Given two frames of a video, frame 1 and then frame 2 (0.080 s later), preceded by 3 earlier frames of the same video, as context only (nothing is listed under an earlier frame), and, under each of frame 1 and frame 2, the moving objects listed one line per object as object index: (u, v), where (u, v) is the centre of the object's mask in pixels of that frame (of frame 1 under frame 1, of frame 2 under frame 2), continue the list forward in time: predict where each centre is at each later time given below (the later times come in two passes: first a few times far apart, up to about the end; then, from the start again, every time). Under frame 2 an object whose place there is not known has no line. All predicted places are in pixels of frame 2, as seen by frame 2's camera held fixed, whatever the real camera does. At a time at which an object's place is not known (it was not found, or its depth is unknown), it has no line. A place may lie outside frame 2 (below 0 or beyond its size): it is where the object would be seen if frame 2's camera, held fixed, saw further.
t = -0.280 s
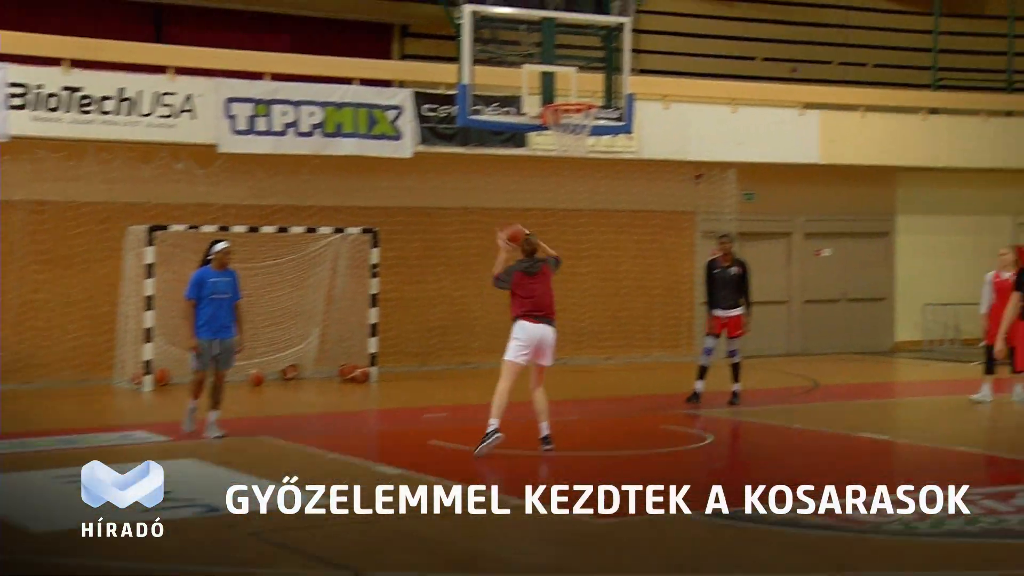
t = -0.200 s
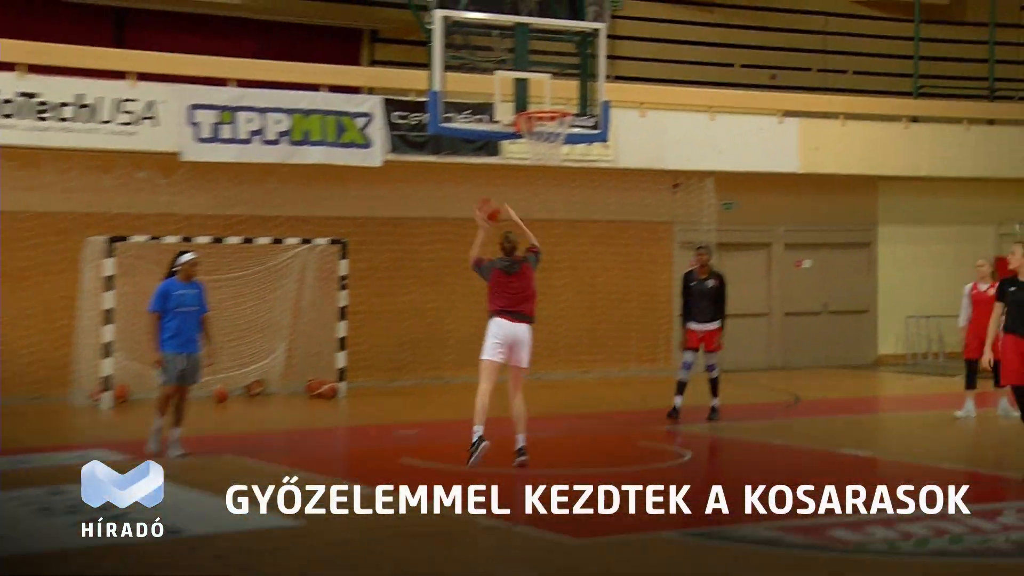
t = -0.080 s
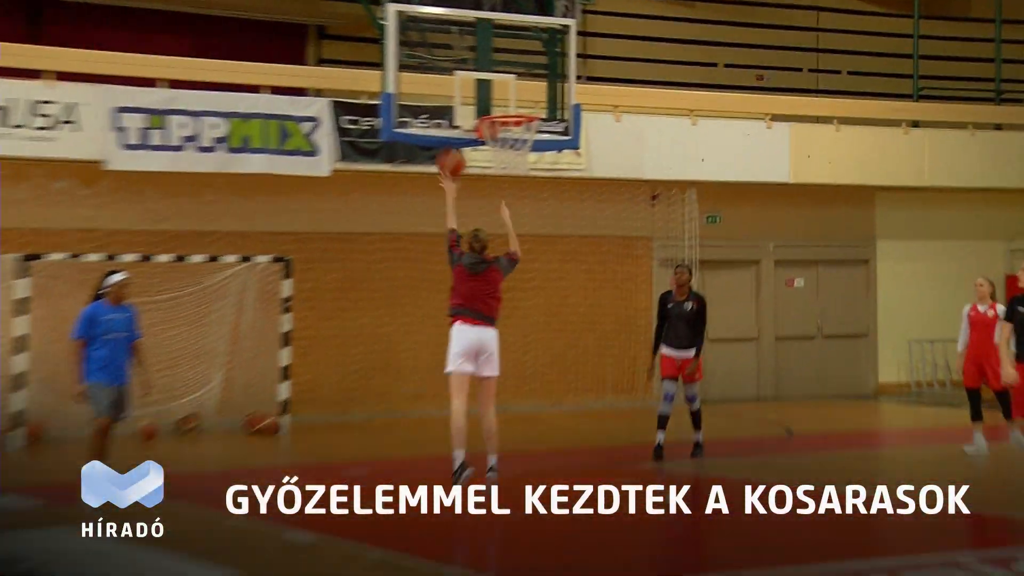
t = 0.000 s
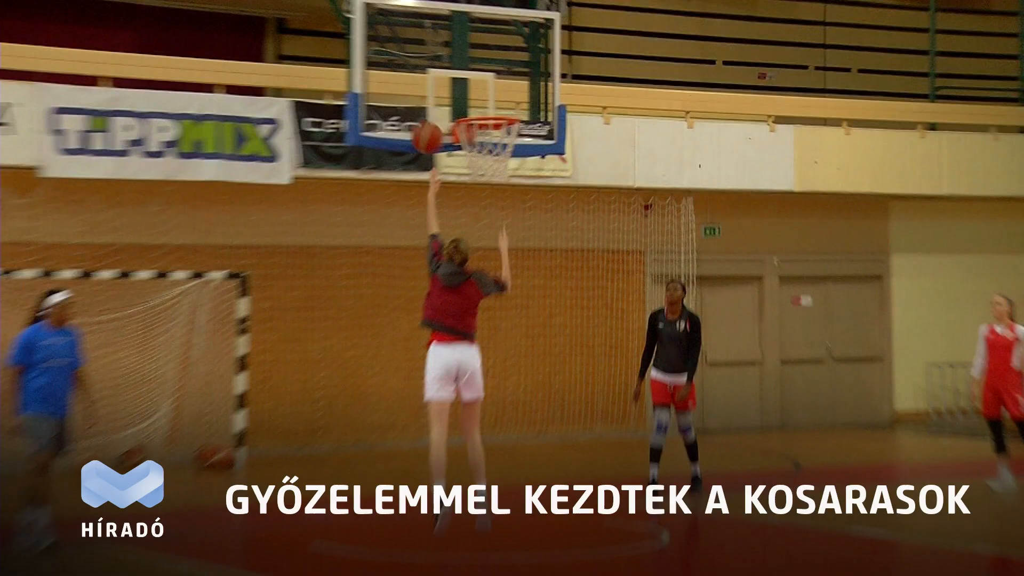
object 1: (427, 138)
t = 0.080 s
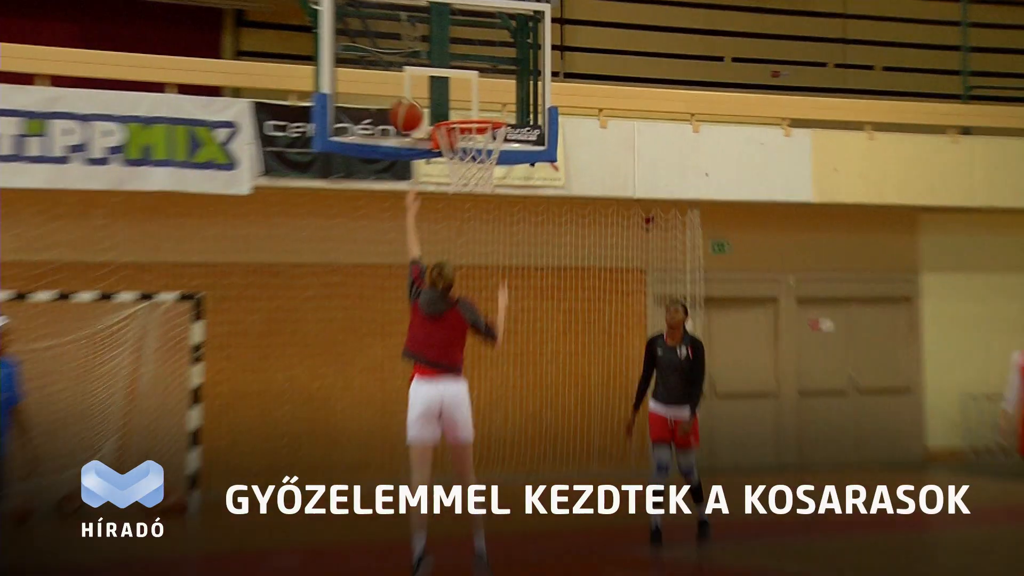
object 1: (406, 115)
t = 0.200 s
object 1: (426, 100)
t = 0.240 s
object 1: (434, 101)
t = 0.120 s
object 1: (409, 106)
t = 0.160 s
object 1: (417, 102)
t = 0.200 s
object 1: (426, 100)
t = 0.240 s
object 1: (434, 101)
